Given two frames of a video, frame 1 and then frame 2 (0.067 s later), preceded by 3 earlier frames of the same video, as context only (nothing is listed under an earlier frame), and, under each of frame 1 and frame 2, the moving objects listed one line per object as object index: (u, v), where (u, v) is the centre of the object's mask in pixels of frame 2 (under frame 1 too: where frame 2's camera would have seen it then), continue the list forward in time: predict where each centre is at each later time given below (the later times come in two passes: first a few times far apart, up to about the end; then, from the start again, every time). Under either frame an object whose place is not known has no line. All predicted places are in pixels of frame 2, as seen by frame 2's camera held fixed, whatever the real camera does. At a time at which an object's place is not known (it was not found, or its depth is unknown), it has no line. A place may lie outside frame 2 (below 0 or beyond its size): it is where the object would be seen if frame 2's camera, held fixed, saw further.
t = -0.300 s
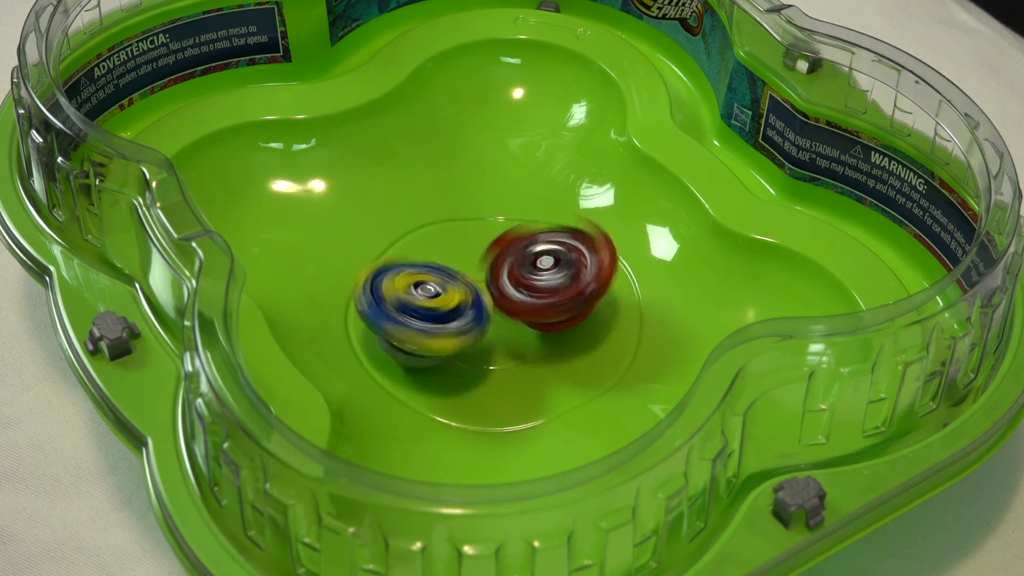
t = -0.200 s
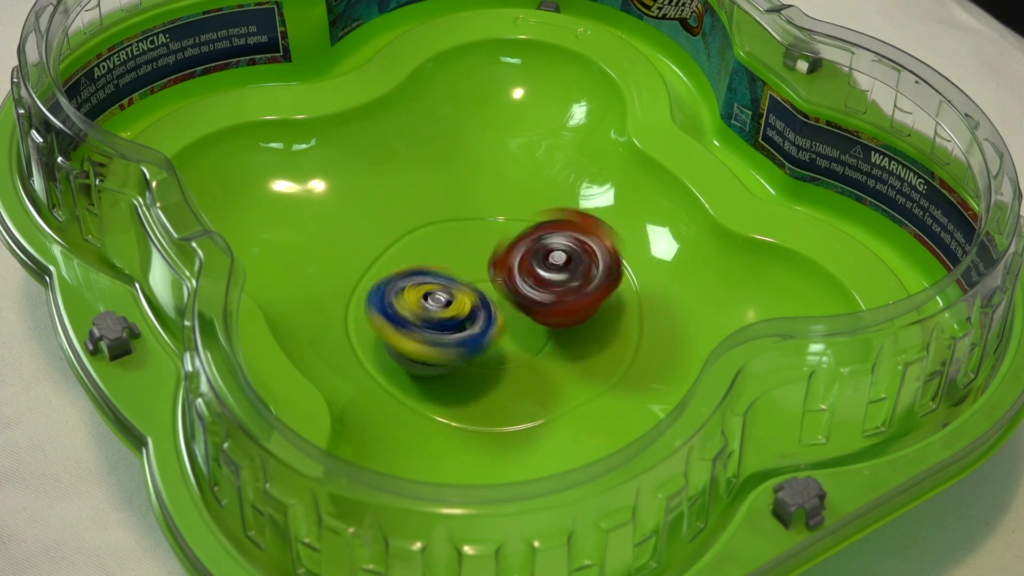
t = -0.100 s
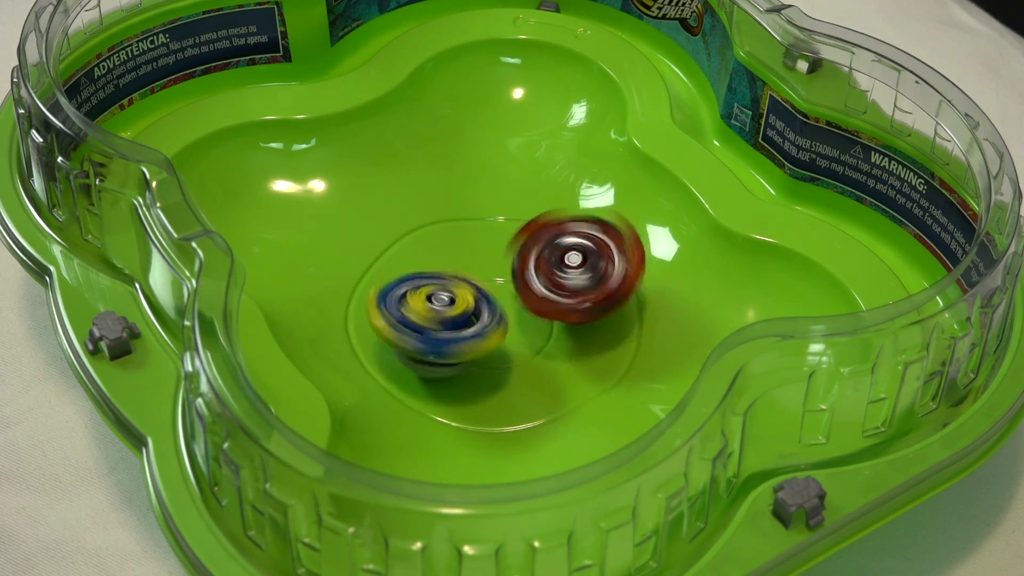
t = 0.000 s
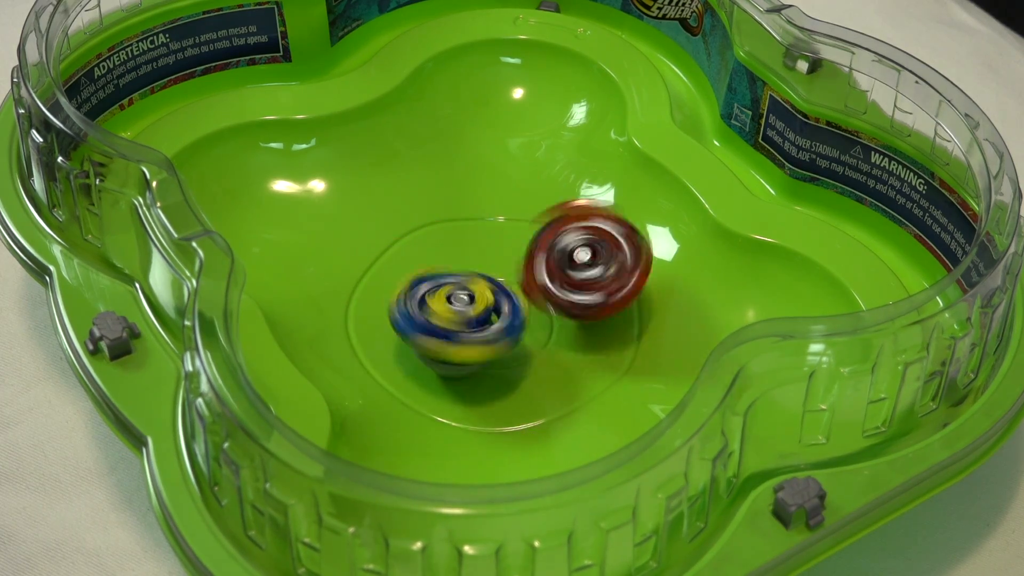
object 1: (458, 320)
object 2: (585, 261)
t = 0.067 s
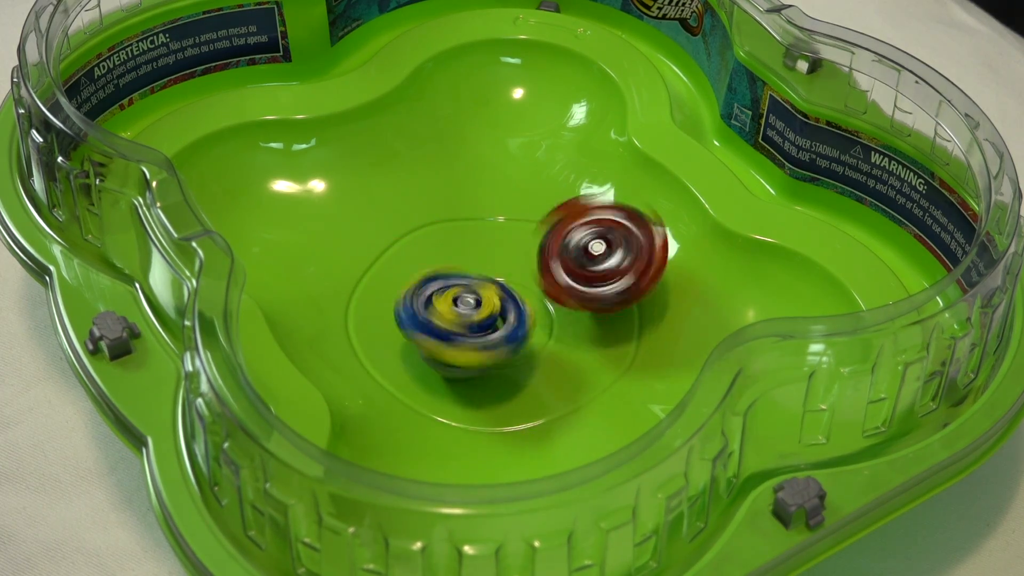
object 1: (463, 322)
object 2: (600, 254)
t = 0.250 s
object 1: (423, 334)
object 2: (618, 244)
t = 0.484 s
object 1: (356, 306)
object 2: (603, 277)
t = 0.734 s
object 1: (431, 258)
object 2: (558, 297)
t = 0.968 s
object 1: (480, 205)
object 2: (546, 301)
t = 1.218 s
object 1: (504, 184)
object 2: (502, 291)
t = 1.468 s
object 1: (476, 155)
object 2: (490, 290)
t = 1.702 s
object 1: (536, 197)
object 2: (505, 281)
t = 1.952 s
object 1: (542, 220)
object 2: (446, 347)
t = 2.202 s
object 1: (460, 256)
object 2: (482, 347)
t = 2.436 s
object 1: (471, 282)
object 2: (542, 356)
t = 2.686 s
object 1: (493, 274)
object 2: (497, 360)
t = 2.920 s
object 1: (508, 247)
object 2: (449, 344)
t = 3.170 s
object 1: (517, 269)
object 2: (478, 353)
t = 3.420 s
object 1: (504, 262)
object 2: (489, 360)
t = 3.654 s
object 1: (496, 263)
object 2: (462, 346)
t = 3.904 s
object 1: (505, 264)
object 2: (466, 347)
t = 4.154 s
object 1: (497, 261)
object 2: (482, 355)
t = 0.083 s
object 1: (466, 321)
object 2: (601, 255)
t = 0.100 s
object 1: (467, 321)
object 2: (599, 256)
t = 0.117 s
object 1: (471, 321)
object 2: (597, 257)
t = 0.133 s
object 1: (477, 321)
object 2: (596, 258)
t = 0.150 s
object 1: (467, 323)
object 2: (602, 253)
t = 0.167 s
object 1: (455, 327)
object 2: (613, 248)
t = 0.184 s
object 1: (445, 330)
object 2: (619, 244)
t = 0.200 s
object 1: (439, 333)
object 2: (620, 242)
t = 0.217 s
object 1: (433, 334)
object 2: (622, 241)
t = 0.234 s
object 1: (427, 334)
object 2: (623, 242)
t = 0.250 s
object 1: (423, 334)
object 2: (618, 244)
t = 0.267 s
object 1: (421, 334)
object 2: (612, 248)
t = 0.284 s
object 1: (421, 333)
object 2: (608, 251)
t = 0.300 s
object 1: (420, 331)
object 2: (602, 254)
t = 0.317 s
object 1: (418, 329)
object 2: (595, 260)
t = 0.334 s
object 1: (419, 326)
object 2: (586, 266)
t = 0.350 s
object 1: (423, 325)
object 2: (576, 271)
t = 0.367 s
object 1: (426, 321)
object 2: (568, 277)
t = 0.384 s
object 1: (428, 318)
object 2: (559, 284)
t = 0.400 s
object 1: (413, 318)
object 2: (562, 284)
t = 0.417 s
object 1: (395, 321)
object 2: (574, 287)
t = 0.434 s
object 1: (384, 321)
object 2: (585, 286)
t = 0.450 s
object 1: (374, 316)
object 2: (592, 282)
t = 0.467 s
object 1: (364, 312)
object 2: (599, 276)
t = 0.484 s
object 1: (356, 306)
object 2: (603, 277)
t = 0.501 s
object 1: (349, 304)
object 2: (608, 279)
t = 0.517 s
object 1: (346, 300)
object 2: (610, 279)
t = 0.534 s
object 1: (345, 298)
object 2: (612, 277)
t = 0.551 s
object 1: (345, 296)
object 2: (608, 278)
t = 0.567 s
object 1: (348, 293)
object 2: (606, 280)
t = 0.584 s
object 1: (354, 291)
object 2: (603, 284)
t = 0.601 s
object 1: (360, 289)
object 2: (600, 285)
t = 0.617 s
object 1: (367, 288)
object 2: (593, 287)
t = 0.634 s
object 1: (376, 285)
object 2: (586, 288)
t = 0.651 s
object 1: (387, 280)
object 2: (579, 290)
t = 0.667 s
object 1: (398, 277)
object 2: (573, 292)
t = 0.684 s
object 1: (411, 272)
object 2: (565, 294)
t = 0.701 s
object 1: (423, 269)
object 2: (559, 294)
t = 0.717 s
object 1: (432, 266)
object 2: (555, 296)
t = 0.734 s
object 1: (431, 258)
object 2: (558, 297)
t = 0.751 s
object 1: (433, 248)
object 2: (561, 298)
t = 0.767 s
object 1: (431, 242)
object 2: (564, 299)
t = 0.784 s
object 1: (435, 237)
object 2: (565, 300)
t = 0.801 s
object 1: (441, 232)
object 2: (564, 301)
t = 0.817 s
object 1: (446, 226)
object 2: (561, 301)
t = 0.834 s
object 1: (450, 222)
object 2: (559, 301)
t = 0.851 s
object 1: (453, 218)
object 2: (557, 300)
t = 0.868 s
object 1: (456, 216)
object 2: (557, 299)
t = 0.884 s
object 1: (459, 215)
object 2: (556, 300)
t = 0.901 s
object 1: (462, 215)
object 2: (555, 299)
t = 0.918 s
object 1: (467, 213)
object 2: (553, 299)
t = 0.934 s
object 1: (472, 213)
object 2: (551, 297)
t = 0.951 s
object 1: (476, 209)
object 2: (549, 300)
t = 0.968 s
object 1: (480, 205)
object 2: (546, 301)
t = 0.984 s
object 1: (482, 202)
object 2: (544, 304)
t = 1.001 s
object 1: (485, 199)
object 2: (539, 305)
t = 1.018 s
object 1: (487, 197)
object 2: (537, 306)
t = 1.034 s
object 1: (489, 195)
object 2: (533, 306)
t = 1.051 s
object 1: (491, 194)
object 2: (530, 306)
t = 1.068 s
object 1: (493, 192)
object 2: (526, 306)
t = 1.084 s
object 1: (496, 191)
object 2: (523, 305)
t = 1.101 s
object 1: (499, 190)
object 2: (521, 304)
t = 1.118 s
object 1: (502, 189)
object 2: (517, 301)
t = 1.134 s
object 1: (504, 189)
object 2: (515, 299)
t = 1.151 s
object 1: (506, 188)
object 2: (510, 296)
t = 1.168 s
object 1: (507, 187)
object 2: (508, 292)
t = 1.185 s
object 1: (506, 188)
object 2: (505, 292)
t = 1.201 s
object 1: (505, 185)
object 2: (502, 289)
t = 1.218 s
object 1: (504, 184)
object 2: (502, 291)
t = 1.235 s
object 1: (501, 181)
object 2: (498, 293)
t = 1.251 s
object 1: (498, 178)
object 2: (494, 293)
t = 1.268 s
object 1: (493, 175)
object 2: (491, 297)
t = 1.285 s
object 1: (489, 174)
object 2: (488, 297)
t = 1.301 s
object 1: (487, 173)
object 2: (486, 298)
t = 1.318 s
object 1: (487, 171)
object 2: (483, 298)
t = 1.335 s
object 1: (486, 168)
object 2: (482, 297)
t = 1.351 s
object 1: (485, 165)
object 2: (482, 298)
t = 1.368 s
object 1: (483, 162)
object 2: (482, 297)
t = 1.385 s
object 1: (482, 160)
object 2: (484, 296)
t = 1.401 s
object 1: (480, 157)
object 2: (484, 296)
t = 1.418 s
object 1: (478, 156)
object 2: (485, 294)
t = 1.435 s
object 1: (478, 155)
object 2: (487, 293)
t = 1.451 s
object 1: (478, 155)
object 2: (487, 293)
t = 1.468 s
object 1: (476, 155)
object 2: (490, 290)
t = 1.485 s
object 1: (477, 157)
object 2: (491, 291)
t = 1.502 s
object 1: (479, 159)
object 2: (492, 289)
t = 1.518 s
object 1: (481, 162)
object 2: (494, 287)
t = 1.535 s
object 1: (484, 165)
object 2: (495, 288)
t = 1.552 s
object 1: (489, 169)
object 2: (495, 286)
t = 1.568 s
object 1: (491, 171)
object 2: (495, 286)
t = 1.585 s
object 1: (497, 174)
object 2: (495, 285)
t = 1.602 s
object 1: (503, 178)
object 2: (495, 283)
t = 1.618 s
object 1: (509, 181)
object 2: (497, 282)
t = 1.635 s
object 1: (514, 183)
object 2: (498, 280)
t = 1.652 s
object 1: (519, 188)
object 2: (500, 280)
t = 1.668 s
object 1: (526, 191)
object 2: (502, 279)
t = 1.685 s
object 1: (530, 191)
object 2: (504, 280)
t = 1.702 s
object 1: (536, 197)
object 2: (505, 281)
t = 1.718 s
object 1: (543, 201)
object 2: (504, 283)
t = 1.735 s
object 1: (550, 204)
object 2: (503, 286)
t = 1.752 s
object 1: (555, 208)
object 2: (503, 288)
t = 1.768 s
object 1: (558, 213)
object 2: (497, 292)
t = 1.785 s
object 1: (565, 210)
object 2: (490, 301)
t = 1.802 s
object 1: (568, 207)
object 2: (482, 312)
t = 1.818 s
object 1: (572, 203)
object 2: (477, 320)
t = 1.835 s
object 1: (570, 202)
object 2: (473, 327)
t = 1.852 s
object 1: (568, 202)
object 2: (466, 333)
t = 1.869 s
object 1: (565, 202)
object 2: (461, 335)
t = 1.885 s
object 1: (563, 204)
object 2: (456, 339)
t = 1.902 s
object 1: (560, 208)
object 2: (451, 342)
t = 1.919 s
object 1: (555, 211)
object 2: (450, 346)
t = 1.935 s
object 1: (549, 216)
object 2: (448, 346)
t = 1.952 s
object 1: (542, 220)
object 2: (446, 347)
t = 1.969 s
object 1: (535, 226)
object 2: (444, 346)
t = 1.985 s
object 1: (528, 232)
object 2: (446, 346)
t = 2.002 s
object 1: (520, 238)
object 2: (448, 345)
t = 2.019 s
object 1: (513, 243)
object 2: (451, 342)
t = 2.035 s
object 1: (507, 246)
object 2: (453, 339)
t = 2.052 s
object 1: (502, 245)
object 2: (457, 338)
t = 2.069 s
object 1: (496, 244)
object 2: (462, 340)
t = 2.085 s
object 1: (491, 243)
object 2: (465, 341)
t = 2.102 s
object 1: (485, 244)
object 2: (467, 342)
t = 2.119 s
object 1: (478, 243)
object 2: (469, 343)
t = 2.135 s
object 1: (473, 246)
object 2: (470, 343)
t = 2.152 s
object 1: (470, 249)
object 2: (473, 344)
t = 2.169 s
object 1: (467, 251)
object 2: (475, 345)
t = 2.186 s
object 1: (462, 253)
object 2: (479, 346)
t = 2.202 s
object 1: (460, 256)
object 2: (482, 347)
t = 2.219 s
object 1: (460, 258)
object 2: (488, 351)
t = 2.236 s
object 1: (458, 259)
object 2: (494, 355)
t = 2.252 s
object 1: (456, 260)
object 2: (500, 357)
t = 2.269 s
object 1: (454, 261)
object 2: (508, 357)
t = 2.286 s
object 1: (454, 261)
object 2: (515, 355)
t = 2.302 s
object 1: (453, 263)
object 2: (522, 356)
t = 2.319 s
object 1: (453, 264)
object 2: (527, 355)
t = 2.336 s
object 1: (452, 266)
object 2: (531, 355)
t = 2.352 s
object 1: (454, 267)
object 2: (534, 354)
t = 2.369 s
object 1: (455, 269)
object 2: (536, 354)
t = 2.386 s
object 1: (458, 272)
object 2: (537, 356)
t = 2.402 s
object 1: (463, 276)
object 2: (539, 354)
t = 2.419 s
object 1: (469, 280)
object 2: (540, 355)
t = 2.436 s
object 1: (471, 282)
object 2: (542, 356)
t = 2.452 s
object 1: (471, 285)
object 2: (543, 358)
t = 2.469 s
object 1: (471, 288)
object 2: (543, 360)
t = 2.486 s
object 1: (473, 293)
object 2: (541, 361)
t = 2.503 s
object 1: (474, 294)
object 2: (538, 361)
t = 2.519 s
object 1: (473, 292)
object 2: (536, 362)
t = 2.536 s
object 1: (473, 291)
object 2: (532, 363)
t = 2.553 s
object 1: (475, 289)
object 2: (529, 364)
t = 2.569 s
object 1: (478, 287)
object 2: (525, 365)
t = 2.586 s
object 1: (482, 286)
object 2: (521, 365)
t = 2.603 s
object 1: (486, 285)
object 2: (515, 365)
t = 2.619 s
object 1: (487, 283)
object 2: (511, 364)
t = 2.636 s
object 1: (489, 282)
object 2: (507, 363)
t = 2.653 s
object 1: (490, 280)
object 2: (504, 362)
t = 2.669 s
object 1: (491, 278)
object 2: (501, 362)
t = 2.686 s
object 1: (493, 274)
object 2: (497, 360)
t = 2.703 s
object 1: (494, 271)
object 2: (493, 359)
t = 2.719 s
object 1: (496, 267)
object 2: (489, 357)
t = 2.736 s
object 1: (498, 265)
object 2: (485, 355)
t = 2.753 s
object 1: (501, 261)
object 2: (481, 354)
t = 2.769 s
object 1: (504, 258)
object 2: (476, 351)
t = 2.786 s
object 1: (506, 255)
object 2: (471, 349)
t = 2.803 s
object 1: (507, 254)
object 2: (466, 348)
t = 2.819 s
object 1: (509, 252)
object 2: (462, 347)
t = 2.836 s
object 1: (510, 250)
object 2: (459, 346)
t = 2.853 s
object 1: (510, 248)
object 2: (456, 345)
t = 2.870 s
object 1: (510, 248)
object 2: (454, 344)
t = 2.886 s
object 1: (509, 247)
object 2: (452, 344)
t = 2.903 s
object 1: (509, 247)
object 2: (450, 344)
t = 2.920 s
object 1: (508, 247)
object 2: (449, 344)
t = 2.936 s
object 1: (507, 248)
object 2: (448, 344)
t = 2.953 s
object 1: (505, 249)
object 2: (448, 344)
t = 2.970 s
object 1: (504, 250)
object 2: (448, 344)
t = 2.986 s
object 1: (503, 251)
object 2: (449, 344)
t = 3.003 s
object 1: (501, 252)
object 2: (451, 344)
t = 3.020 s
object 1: (501, 254)
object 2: (452, 344)
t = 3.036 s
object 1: (501, 256)
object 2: (454, 345)
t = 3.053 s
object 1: (502, 259)
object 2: (457, 345)
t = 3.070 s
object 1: (504, 261)
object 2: (459, 346)
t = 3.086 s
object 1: (507, 264)
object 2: (462, 346)
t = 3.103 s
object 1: (509, 266)
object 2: (465, 347)
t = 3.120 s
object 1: (511, 267)
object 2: (468, 348)
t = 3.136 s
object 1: (514, 268)
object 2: (472, 350)
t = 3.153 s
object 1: (516, 268)
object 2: (475, 351)
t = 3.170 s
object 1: (517, 269)
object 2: (478, 353)
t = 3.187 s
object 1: (519, 269)
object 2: (481, 355)
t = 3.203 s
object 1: (520, 268)
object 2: (484, 356)
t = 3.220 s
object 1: (521, 268)
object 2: (486, 358)
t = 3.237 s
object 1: (521, 268)
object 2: (487, 359)
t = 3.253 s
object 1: (520, 267)
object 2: (488, 360)
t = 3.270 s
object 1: (518, 267)
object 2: (489, 361)
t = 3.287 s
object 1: (517, 266)
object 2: (490, 362)
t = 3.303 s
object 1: (515, 265)
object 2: (491, 362)
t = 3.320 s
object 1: (514, 265)
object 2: (491, 362)
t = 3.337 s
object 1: (512, 264)
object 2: (491, 363)
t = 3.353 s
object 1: (511, 264)
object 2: (491, 363)
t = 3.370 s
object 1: (509, 263)
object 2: (491, 362)
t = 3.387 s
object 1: (507, 263)
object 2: (491, 362)
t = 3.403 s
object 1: (506, 263)
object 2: (490, 361)
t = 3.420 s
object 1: (504, 262)
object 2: (489, 360)
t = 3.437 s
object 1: (502, 262)
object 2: (488, 360)
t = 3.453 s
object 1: (500, 262)
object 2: (487, 359)
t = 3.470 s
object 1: (498, 262)
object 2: (486, 357)
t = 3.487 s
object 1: (497, 261)
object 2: (483, 356)
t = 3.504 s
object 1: (496, 261)
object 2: (481, 355)
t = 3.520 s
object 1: (495, 261)
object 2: (478, 353)
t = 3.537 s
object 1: (494, 262)
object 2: (476, 352)
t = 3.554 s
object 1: (493, 261)
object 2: (473, 350)
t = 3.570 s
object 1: (494, 262)
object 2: (471, 349)
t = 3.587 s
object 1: (494, 262)
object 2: (469, 348)
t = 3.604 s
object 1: (494, 263)
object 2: (467, 347)
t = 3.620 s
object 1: (494, 263)
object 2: (465, 347)
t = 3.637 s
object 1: (495, 263)
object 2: (464, 346)
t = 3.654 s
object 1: (496, 263)
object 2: (462, 346)
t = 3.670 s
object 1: (497, 263)
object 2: (461, 345)
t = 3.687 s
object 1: (498, 263)
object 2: (460, 345)
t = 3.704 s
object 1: (499, 263)
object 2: (459, 345)
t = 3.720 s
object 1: (500, 263)
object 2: (458, 345)
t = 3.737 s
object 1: (501, 263)
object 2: (458, 345)
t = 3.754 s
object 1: (502, 263)
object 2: (457, 345)
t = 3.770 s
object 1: (503, 263)
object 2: (457, 345)
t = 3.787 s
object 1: (503, 263)
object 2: (458, 345)
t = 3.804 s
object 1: (504, 263)
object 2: (458, 345)
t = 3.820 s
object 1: (505, 264)
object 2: (459, 345)
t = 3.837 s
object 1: (505, 264)
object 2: (460, 345)
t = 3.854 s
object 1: (505, 264)
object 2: (461, 346)
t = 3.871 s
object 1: (505, 264)
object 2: (463, 346)
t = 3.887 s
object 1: (505, 265)
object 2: (464, 347)
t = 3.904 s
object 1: (505, 264)
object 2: (466, 347)
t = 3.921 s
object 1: (505, 264)
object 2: (468, 348)
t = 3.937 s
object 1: (504, 264)
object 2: (469, 349)
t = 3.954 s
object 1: (504, 264)
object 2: (471, 349)
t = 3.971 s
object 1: (503, 264)
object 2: (473, 350)
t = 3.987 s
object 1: (502, 263)
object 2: (475, 351)
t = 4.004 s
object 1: (502, 263)
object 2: (476, 352)
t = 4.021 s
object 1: (501, 263)
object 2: (478, 353)
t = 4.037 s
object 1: (500, 262)
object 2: (479, 354)
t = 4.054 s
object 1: (499, 262)
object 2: (480, 354)
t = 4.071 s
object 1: (499, 262)
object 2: (481, 355)
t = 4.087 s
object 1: (498, 262)
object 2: (481, 355)
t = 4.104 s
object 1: (498, 261)
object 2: (481, 355)
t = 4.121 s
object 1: (497, 261)
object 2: (482, 355)
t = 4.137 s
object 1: (497, 261)
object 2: (482, 355)
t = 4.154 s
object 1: (497, 261)
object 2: (482, 355)
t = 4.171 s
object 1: (496, 261)
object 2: (481, 355)
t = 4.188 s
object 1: (496, 261)
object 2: (481, 355)
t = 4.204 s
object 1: (496, 261)
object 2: (481, 355)
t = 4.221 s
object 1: (496, 261)
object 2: (480, 354)
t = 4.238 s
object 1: (497, 261)
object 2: (479, 354)
